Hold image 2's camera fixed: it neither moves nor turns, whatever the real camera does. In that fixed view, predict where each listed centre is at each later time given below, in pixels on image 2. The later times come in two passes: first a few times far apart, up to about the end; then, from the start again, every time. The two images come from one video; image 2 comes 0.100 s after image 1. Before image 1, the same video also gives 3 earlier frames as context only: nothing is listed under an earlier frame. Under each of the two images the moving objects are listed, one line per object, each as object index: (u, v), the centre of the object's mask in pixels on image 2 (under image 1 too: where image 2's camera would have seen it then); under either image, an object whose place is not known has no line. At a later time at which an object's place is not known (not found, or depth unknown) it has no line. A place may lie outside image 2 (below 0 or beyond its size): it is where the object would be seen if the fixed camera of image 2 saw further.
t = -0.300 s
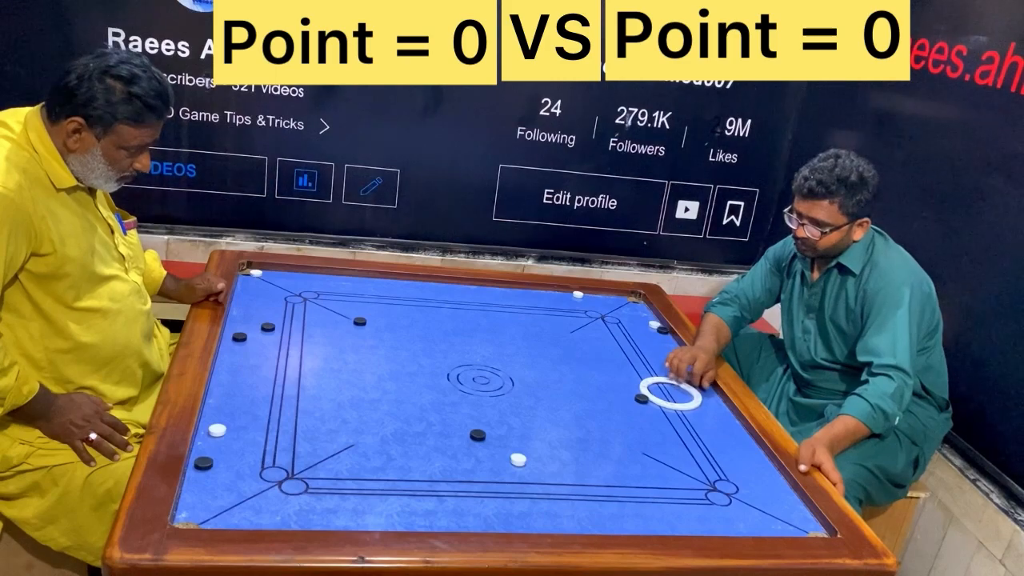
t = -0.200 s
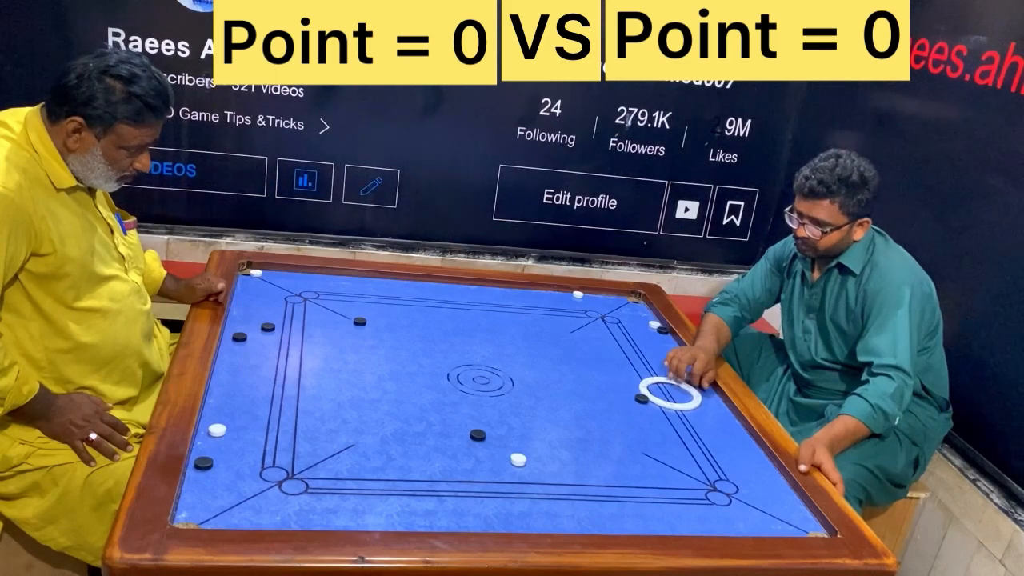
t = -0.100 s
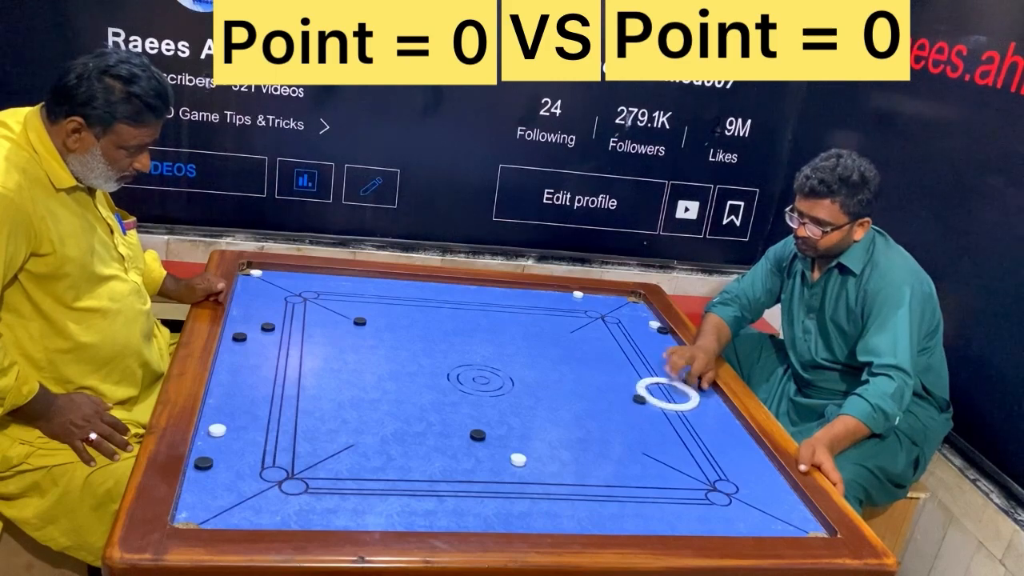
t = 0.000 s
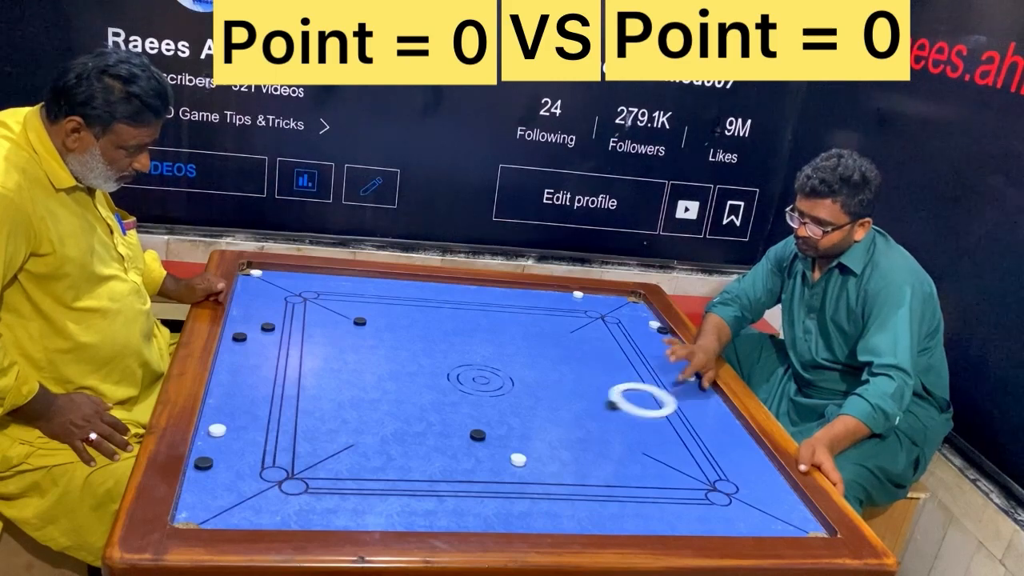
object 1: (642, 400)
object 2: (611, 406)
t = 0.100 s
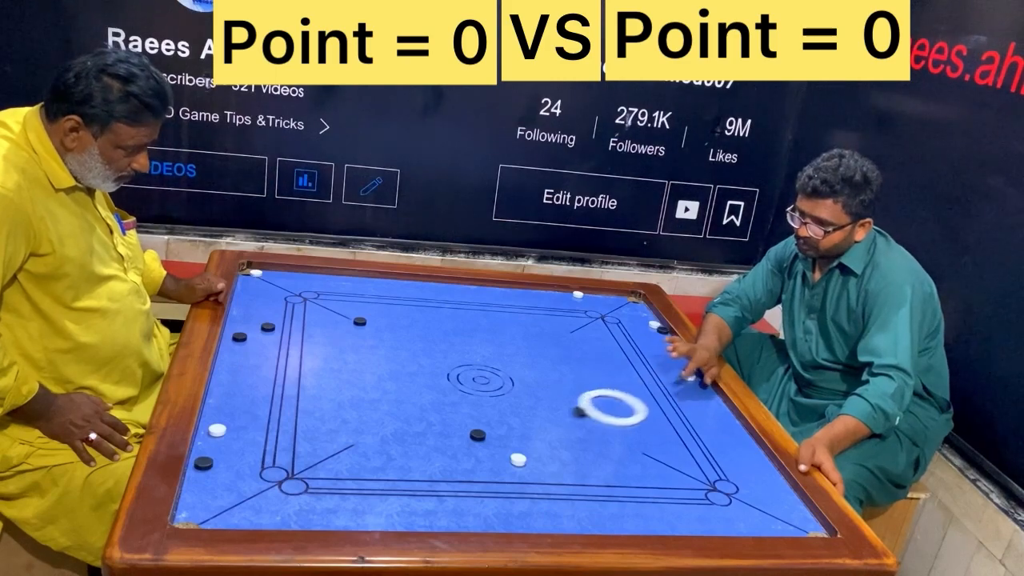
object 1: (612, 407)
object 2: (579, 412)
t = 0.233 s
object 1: (572, 417)
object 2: (534, 421)
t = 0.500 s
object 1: (491, 437)
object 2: (438, 436)
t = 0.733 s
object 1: (424, 455)
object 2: (344, 445)
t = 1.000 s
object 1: (344, 474)
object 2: (235, 455)
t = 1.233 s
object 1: (270, 492)
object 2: (210, 446)
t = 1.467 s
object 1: (224, 501)
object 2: (242, 438)
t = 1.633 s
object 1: (241, 502)
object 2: (261, 433)
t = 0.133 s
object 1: (602, 410)
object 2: (567, 415)
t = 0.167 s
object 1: (592, 412)
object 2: (557, 417)
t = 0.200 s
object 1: (582, 415)
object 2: (546, 419)
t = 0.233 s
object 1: (572, 417)
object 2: (534, 421)
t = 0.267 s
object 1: (561, 420)
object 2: (523, 424)
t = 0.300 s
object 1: (550, 422)
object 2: (511, 426)
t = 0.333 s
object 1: (540, 425)
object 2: (500, 429)
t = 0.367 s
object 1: (529, 428)
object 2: (490, 431)
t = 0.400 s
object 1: (519, 430)
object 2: (479, 432)
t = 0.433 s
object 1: (510, 432)
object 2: (464, 433)
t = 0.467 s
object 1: (501, 435)
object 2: (451, 435)
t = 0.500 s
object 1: (491, 437)
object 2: (438, 436)
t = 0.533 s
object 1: (482, 440)
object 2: (424, 438)
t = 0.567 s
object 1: (473, 442)
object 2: (411, 439)
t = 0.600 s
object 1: (463, 445)
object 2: (398, 440)
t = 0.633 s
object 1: (453, 447)
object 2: (385, 441)
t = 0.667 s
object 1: (444, 449)
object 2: (372, 443)
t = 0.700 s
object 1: (434, 452)
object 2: (358, 444)
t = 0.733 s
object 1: (424, 455)
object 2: (344, 445)
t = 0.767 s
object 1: (414, 457)
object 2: (331, 447)
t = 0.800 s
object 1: (404, 459)
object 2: (317, 448)
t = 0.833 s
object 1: (394, 462)
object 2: (304, 449)
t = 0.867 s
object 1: (384, 464)
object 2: (290, 450)
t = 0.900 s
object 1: (374, 467)
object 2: (276, 451)
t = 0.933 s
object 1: (364, 469)
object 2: (262, 453)
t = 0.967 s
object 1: (354, 472)
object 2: (249, 453)
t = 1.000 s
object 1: (344, 474)
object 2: (235, 455)
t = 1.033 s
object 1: (333, 477)
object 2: (222, 455)
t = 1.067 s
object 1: (323, 479)
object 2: (213, 454)
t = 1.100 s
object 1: (312, 482)
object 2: (208, 453)
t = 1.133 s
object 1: (302, 484)
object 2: (202, 451)
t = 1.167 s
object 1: (291, 487)
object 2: (200, 449)
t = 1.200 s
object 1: (281, 489)
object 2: (205, 448)
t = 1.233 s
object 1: (270, 492)
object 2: (210, 446)
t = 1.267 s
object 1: (260, 494)
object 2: (215, 445)
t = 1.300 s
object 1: (251, 497)
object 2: (220, 444)
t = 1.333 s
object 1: (243, 499)
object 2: (224, 443)
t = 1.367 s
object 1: (237, 500)
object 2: (229, 442)
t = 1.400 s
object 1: (231, 501)
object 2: (233, 440)
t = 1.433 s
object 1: (225, 500)
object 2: (237, 440)
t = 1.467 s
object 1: (224, 501)
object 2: (242, 438)
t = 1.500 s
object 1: (228, 501)
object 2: (246, 437)
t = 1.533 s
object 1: (231, 501)
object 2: (249, 436)
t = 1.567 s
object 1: (234, 502)
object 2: (253, 435)
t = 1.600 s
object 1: (238, 502)
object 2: (257, 434)
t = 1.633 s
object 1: (241, 502)
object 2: (261, 433)
